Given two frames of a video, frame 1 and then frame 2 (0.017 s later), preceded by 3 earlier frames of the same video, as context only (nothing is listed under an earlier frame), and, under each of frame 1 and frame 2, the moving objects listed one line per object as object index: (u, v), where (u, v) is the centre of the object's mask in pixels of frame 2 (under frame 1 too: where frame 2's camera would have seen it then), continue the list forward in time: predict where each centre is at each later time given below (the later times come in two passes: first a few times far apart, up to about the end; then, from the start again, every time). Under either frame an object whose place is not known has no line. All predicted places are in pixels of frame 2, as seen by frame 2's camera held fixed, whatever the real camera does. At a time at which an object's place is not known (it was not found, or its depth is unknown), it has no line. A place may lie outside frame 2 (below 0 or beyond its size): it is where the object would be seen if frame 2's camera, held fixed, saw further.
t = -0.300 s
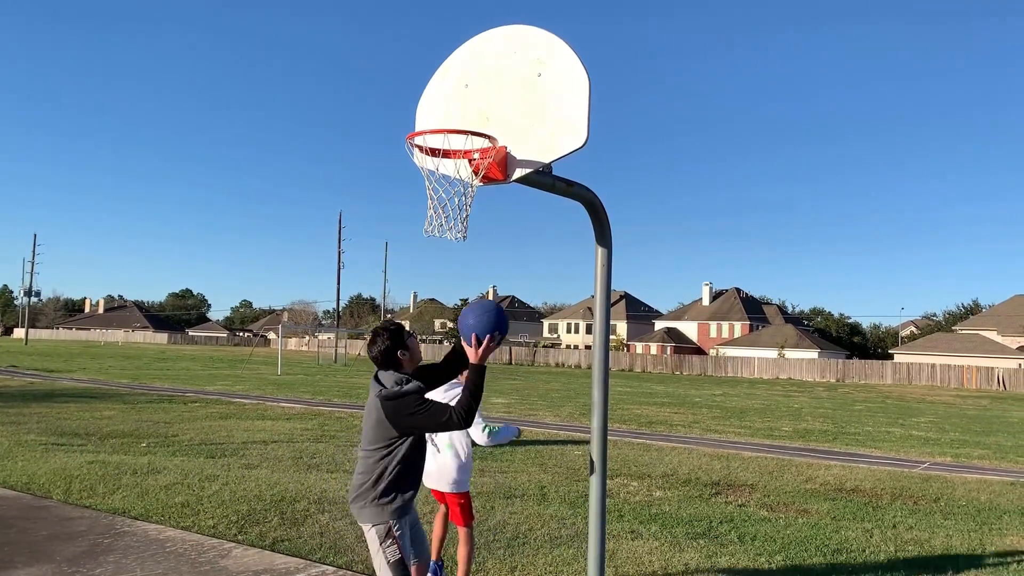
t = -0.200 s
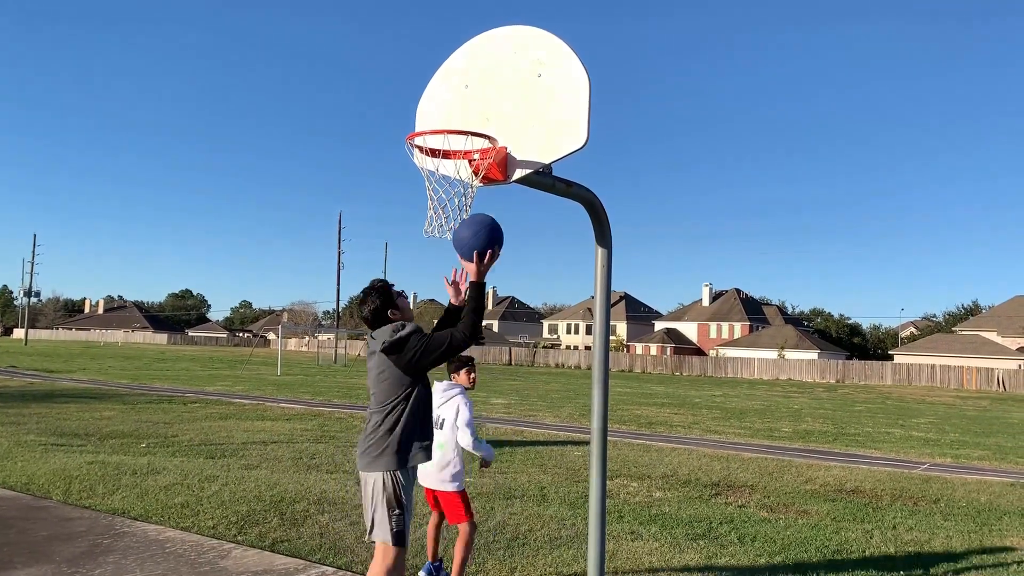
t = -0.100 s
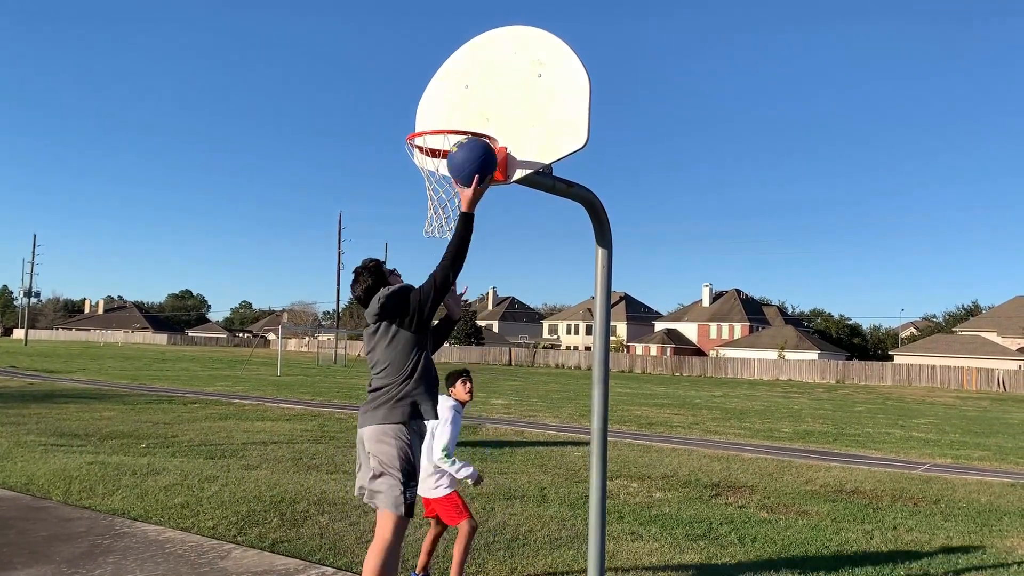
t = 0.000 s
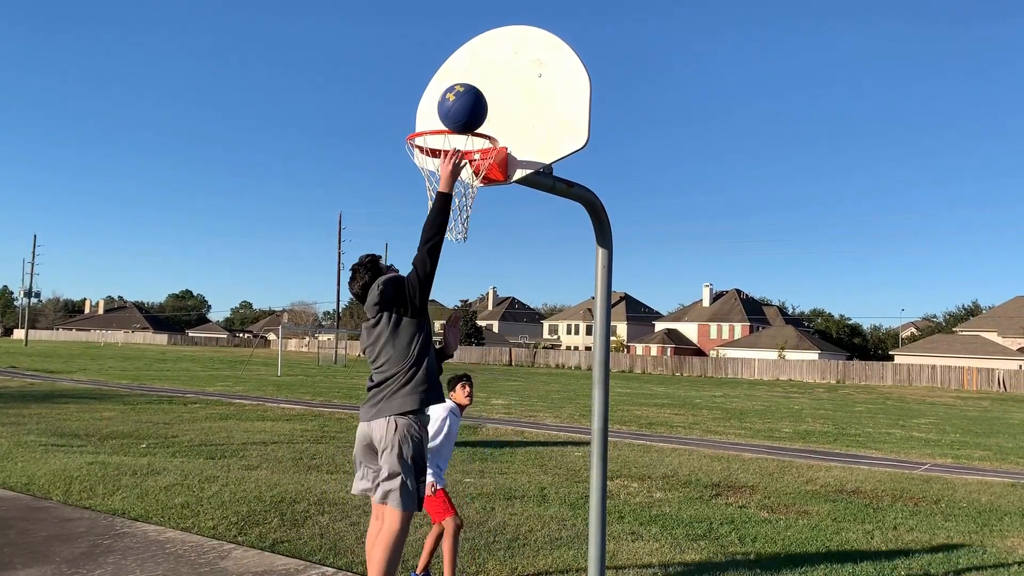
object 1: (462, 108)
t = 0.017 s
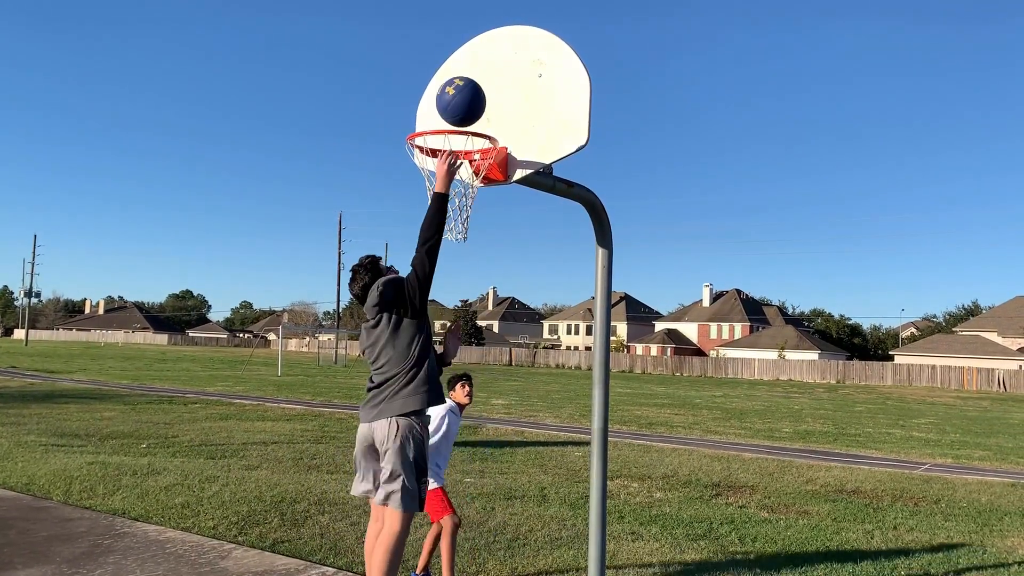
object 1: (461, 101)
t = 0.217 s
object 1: (437, 65)
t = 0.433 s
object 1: (409, 112)
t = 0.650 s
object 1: (371, 125)
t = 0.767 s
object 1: (348, 167)
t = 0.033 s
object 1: (459, 95)
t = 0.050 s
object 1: (457, 89)
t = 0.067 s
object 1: (455, 84)
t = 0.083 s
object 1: (453, 80)
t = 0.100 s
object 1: (451, 76)
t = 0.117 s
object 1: (449, 73)
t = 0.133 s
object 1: (447, 70)
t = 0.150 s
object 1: (445, 68)
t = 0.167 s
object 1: (443, 66)
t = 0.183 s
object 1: (441, 65)
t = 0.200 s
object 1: (439, 65)
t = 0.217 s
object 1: (437, 65)
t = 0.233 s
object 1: (435, 65)
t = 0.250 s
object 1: (433, 66)
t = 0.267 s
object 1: (431, 68)
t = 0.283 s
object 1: (429, 70)
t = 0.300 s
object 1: (427, 73)
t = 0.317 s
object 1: (424, 76)
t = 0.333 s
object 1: (422, 80)
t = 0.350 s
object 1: (420, 84)
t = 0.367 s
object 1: (418, 88)
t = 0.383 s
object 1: (416, 94)
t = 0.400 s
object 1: (413, 99)
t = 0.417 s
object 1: (411, 105)
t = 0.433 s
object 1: (409, 112)
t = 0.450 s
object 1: (406, 110)
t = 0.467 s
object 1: (403, 109)
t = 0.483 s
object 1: (400, 107)
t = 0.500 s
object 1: (398, 107)
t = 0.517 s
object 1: (395, 107)
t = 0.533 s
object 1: (392, 107)
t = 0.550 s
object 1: (389, 108)
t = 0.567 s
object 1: (386, 109)
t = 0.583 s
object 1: (383, 111)
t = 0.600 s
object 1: (380, 114)
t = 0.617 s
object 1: (377, 117)
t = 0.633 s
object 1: (374, 121)
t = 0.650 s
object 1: (371, 125)
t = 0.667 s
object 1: (367, 129)
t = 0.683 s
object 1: (364, 134)
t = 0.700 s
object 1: (361, 140)
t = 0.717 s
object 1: (358, 146)
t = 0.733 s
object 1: (354, 152)
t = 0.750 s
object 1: (351, 159)
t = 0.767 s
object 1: (348, 167)
